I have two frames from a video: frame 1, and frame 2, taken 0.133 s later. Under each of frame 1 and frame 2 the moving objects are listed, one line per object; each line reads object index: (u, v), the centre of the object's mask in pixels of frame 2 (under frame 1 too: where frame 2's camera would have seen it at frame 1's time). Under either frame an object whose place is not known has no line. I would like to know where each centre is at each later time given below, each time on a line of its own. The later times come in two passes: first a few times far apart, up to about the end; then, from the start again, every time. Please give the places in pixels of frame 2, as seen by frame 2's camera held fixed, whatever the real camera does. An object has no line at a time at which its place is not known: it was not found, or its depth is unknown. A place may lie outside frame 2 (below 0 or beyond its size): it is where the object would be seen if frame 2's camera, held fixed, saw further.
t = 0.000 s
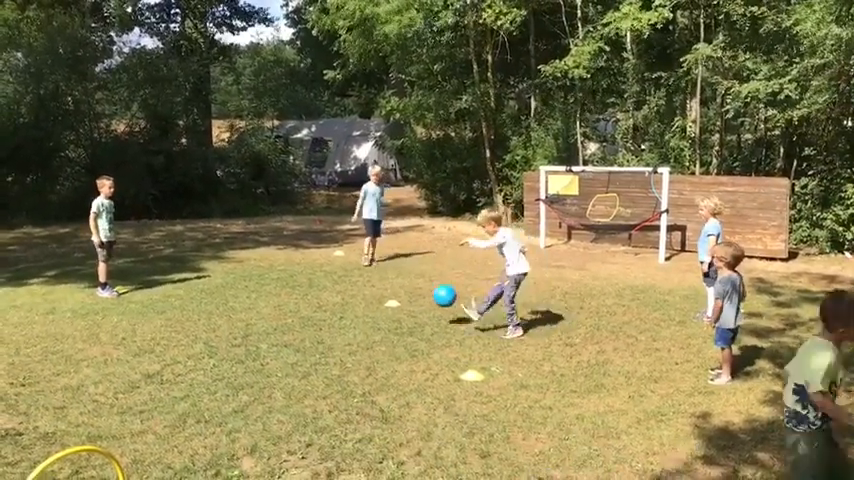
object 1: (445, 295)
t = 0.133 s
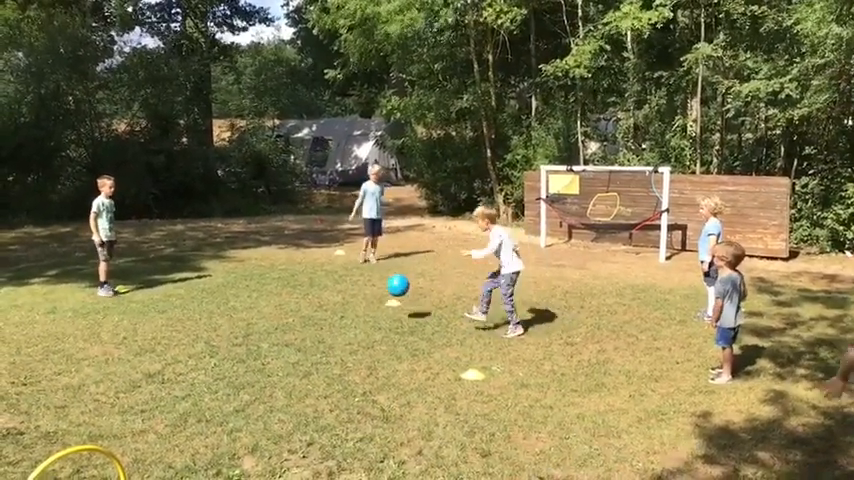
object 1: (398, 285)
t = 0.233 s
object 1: (363, 288)
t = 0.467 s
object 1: (308, 295)
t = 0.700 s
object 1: (275, 294)
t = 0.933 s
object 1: (244, 294)
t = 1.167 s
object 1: (210, 291)
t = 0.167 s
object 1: (386, 285)
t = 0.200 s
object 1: (374, 286)
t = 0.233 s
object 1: (363, 288)
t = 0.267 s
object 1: (353, 291)
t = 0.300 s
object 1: (342, 295)
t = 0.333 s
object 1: (332, 300)
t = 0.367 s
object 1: (323, 304)
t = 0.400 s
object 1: (317, 300)
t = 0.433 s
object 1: (313, 297)
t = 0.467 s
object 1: (308, 295)
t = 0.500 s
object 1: (303, 294)
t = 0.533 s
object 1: (299, 294)
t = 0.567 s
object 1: (295, 295)
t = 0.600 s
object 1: (290, 297)
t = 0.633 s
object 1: (285, 299)
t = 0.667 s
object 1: (280, 296)
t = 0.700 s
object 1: (275, 294)
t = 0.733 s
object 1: (271, 292)
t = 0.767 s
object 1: (267, 292)
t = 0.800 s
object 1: (261, 293)
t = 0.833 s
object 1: (258, 295)
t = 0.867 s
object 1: (254, 295)
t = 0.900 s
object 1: (249, 295)
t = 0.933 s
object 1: (244, 294)
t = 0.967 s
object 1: (239, 294)
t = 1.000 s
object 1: (234, 294)
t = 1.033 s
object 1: (229, 293)
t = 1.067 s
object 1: (224, 292)
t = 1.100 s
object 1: (219, 292)
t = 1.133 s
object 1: (215, 292)
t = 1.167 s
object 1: (210, 291)
